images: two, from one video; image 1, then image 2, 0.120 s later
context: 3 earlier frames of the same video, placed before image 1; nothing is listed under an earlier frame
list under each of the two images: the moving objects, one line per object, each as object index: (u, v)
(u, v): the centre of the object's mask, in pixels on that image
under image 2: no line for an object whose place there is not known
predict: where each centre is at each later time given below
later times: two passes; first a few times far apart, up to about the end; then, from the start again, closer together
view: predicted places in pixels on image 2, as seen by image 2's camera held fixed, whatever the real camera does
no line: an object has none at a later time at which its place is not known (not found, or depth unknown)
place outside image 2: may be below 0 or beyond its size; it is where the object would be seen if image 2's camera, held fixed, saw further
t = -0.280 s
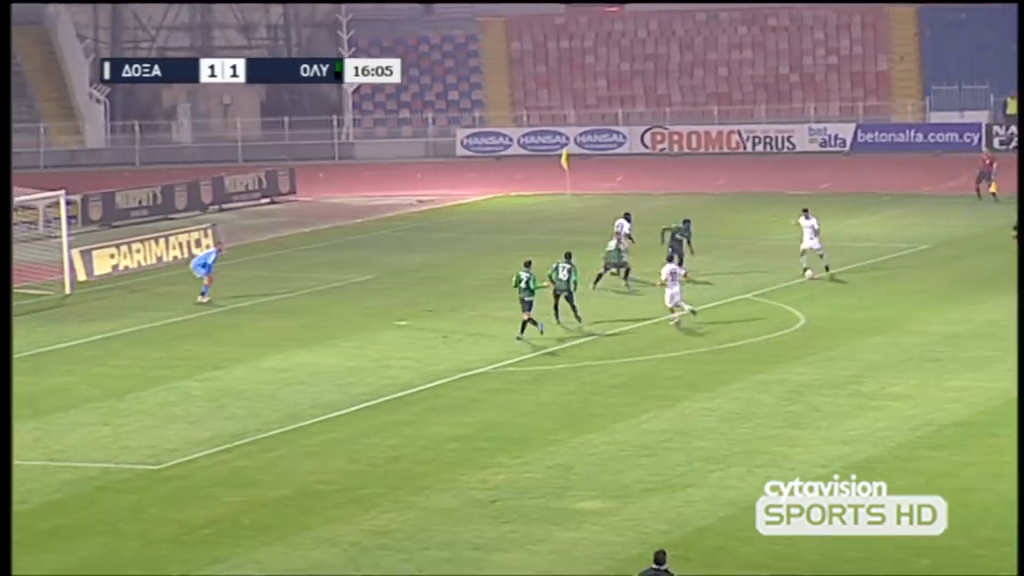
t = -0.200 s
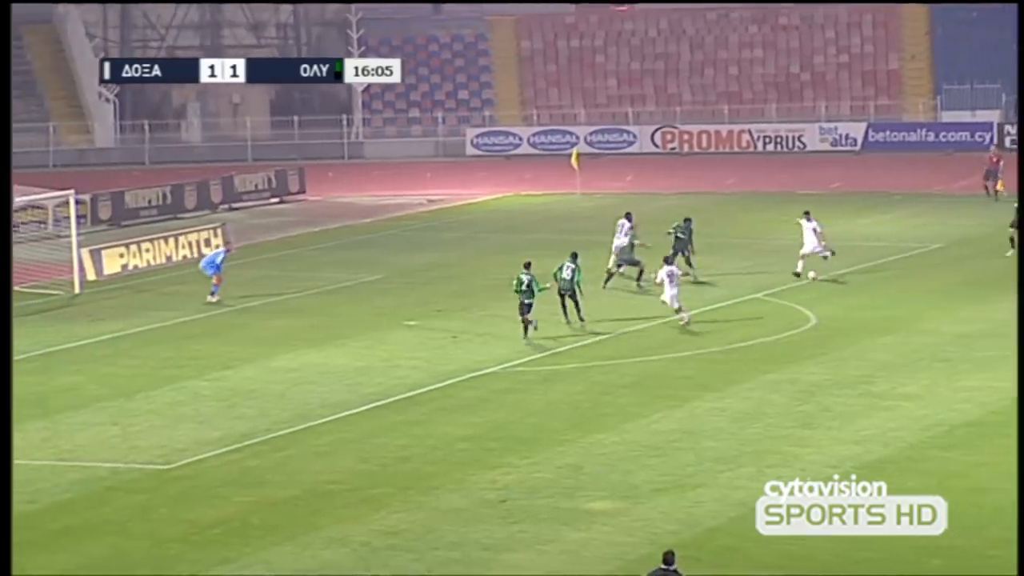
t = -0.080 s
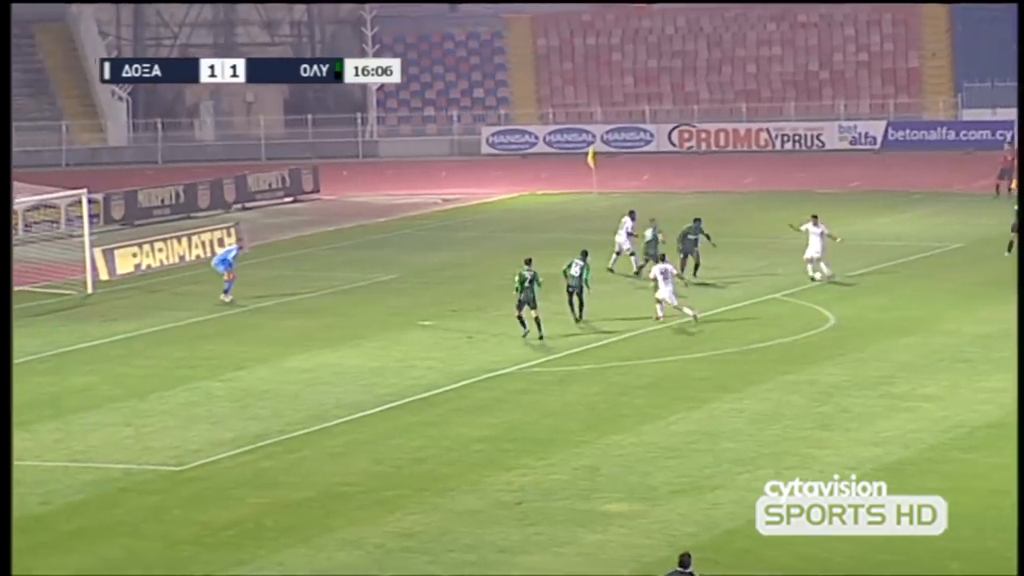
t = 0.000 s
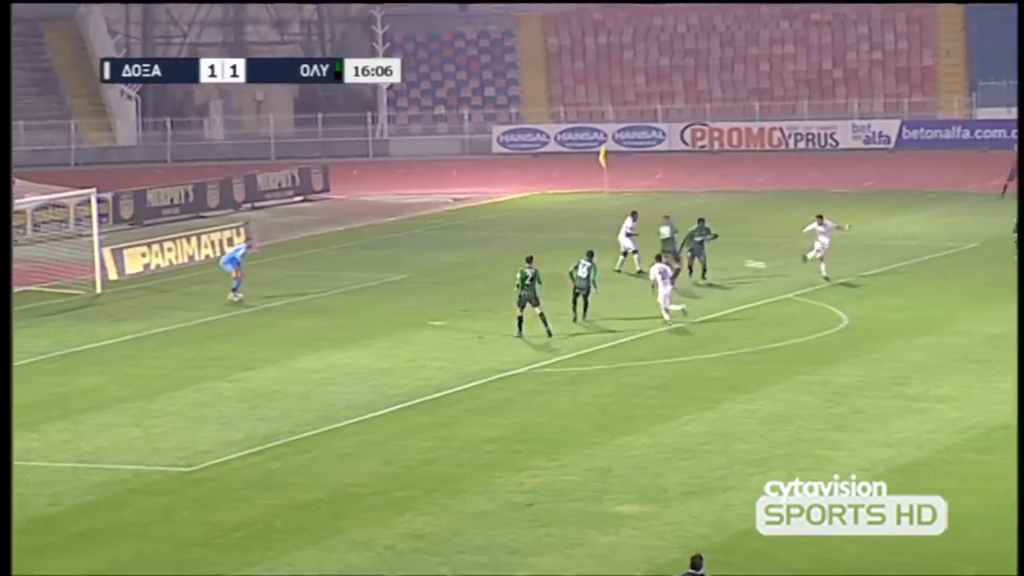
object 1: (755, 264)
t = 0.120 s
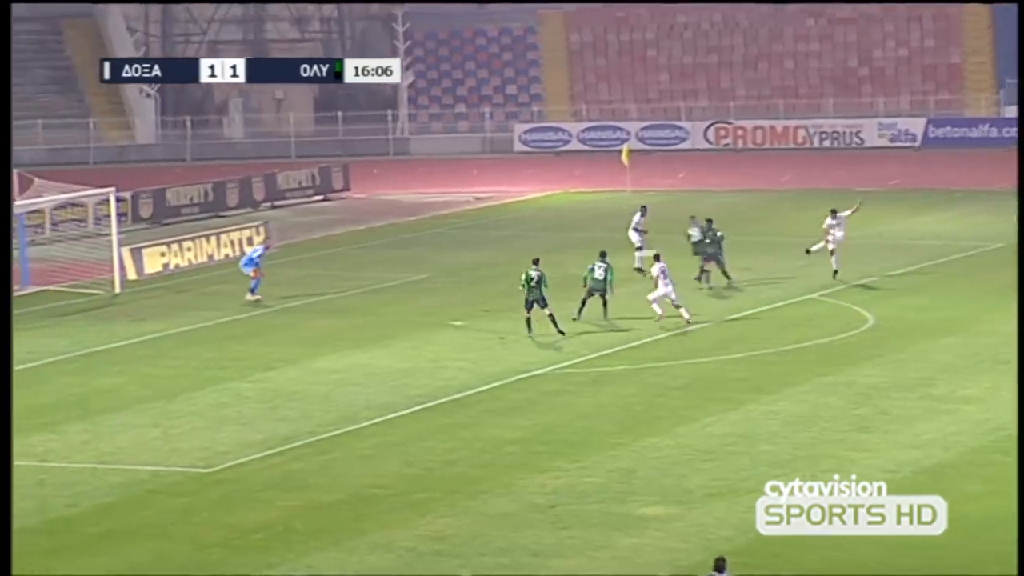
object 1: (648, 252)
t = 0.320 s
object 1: (439, 261)
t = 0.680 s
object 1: (90, 305)
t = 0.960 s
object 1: (-99, 314)
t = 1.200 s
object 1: (-182, 344)
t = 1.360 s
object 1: (-234, 348)
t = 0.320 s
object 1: (439, 261)
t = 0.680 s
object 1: (90, 305)
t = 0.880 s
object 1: (-72, 307)
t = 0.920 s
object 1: (-86, 310)
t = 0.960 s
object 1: (-99, 314)
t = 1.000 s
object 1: (-113, 319)
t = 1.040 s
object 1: (-128, 324)
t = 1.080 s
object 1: (-141, 330)
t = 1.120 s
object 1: (-155, 338)
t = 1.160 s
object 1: (-169, 345)
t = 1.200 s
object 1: (-182, 344)
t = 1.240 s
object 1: (-195, 344)
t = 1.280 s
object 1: (-208, 344)
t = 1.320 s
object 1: (-221, 345)
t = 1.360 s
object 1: (-234, 348)
